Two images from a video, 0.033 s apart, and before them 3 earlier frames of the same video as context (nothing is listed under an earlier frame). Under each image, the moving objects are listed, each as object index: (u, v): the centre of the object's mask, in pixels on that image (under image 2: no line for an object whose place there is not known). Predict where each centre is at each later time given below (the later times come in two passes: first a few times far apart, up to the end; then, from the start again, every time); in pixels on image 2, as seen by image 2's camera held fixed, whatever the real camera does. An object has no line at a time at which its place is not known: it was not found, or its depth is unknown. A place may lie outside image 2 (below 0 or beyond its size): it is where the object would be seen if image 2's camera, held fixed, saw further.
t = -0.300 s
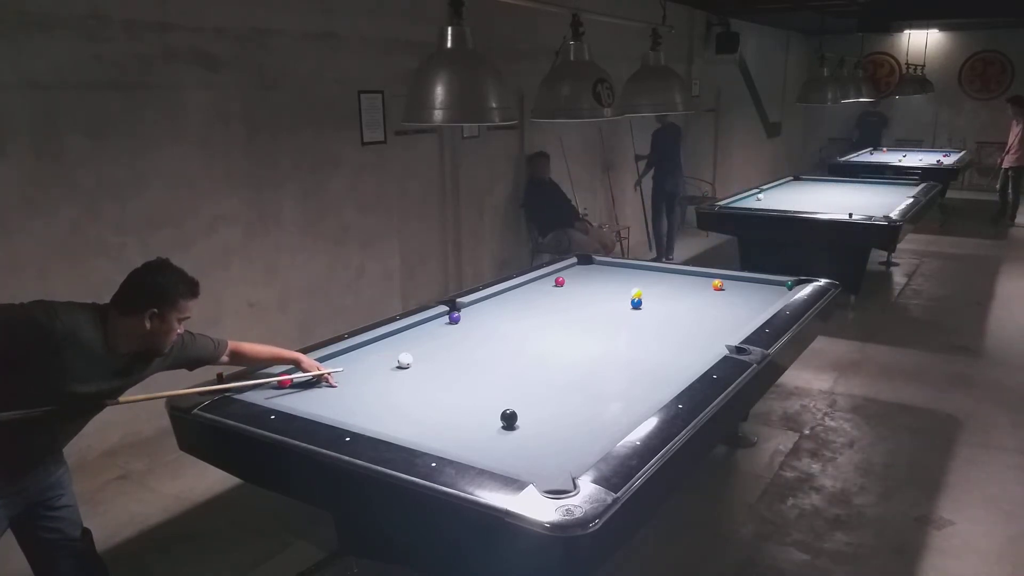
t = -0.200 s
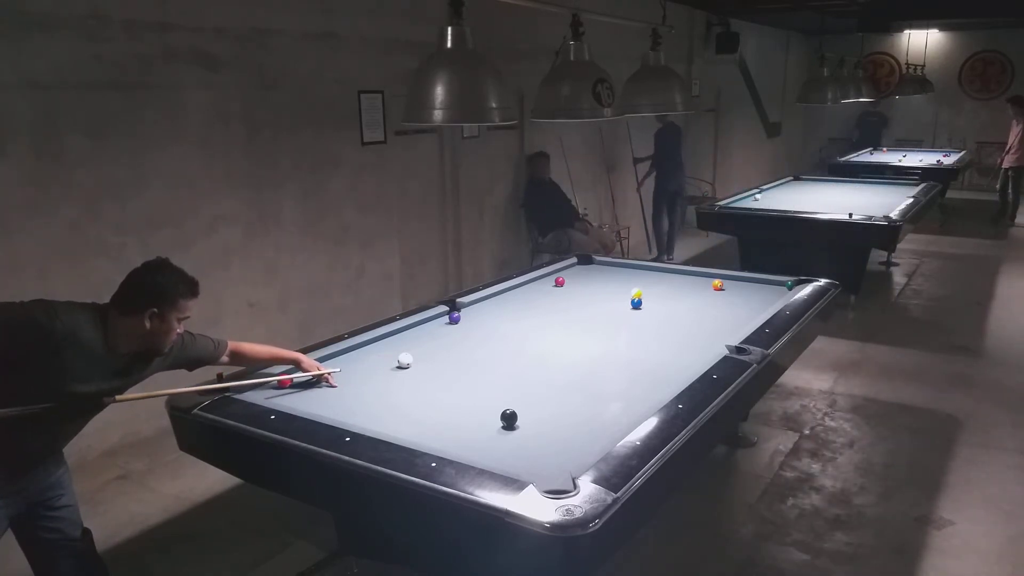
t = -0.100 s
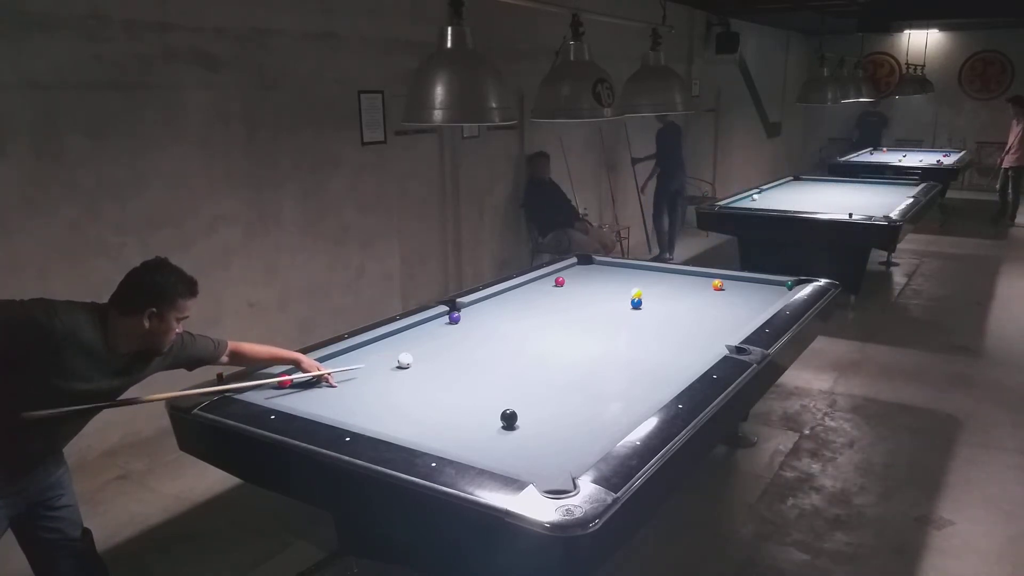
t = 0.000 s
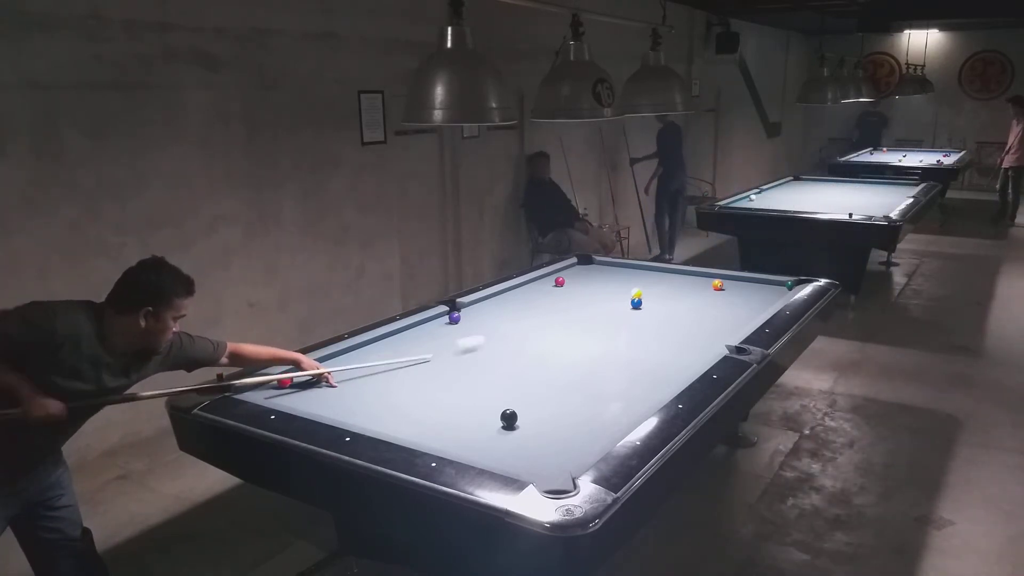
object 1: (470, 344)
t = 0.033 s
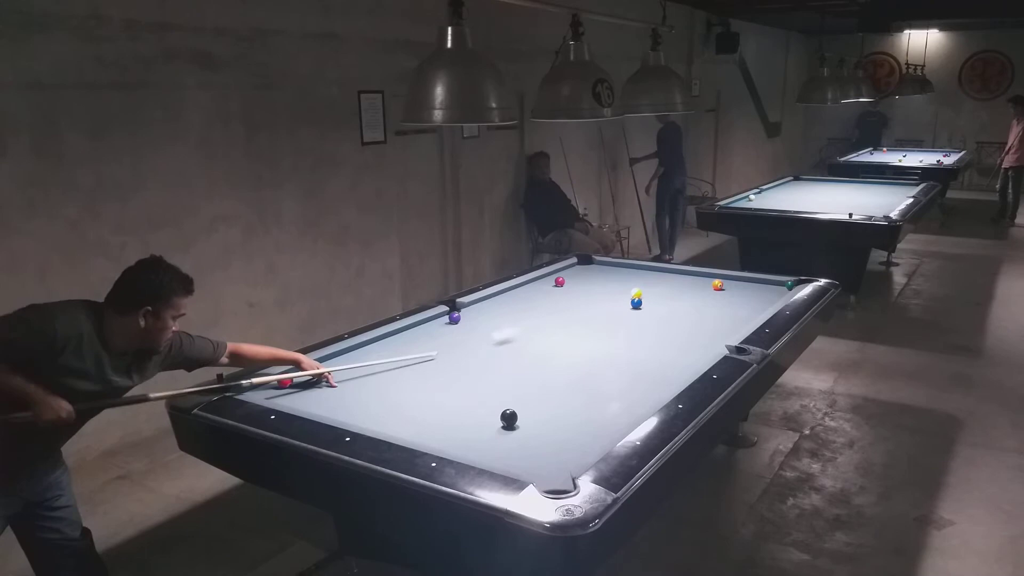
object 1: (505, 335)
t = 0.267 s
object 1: (676, 308)
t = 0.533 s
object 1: (741, 303)
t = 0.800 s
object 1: (696, 290)
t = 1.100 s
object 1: (653, 277)
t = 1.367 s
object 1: (620, 268)
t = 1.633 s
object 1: (588, 262)
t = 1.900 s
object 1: (593, 262)
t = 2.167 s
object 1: (600, 263)
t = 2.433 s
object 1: (604, 263)
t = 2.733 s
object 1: (607, 265)
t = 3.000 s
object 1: (610, 265)
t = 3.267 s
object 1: (612, 265)
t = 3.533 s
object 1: (613, 266)
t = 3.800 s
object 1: (613, 266)
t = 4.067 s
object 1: (613, 266)
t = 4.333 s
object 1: (613, 266)
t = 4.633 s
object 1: (613, 266)
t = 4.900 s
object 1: (613, 266)
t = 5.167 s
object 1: (613, 266)
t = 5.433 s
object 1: (613, 266)
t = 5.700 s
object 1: (613, 266)
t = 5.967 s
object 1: (613, 266)
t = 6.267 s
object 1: (613, 266)
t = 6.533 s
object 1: (613, 266)
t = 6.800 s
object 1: (613, 266)
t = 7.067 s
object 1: (613, 266)
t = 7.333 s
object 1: (613, 266)
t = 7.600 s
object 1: (613, 266)
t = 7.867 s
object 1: (613, 266)
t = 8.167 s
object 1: (613, 266)
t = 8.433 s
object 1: (613, 266)
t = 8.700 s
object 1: (613, 266)
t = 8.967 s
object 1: (613, 266)
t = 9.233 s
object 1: (613, 266)
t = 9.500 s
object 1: (613, 266)
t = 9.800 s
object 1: (613, 266)
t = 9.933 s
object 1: (613, 266)
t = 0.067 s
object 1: (536, 328)
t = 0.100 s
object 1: (566, 321)
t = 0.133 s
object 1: (593, 315)
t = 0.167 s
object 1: (619, 309)
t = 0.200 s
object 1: (640, 306)
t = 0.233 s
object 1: (659, 307)
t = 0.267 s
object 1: (676, 308)
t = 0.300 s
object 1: (694, 309)
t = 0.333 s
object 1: (712, 309)
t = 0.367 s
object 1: (730, 309)
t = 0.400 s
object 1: (748, 309)
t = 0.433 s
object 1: (762, 308)
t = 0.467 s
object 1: (756, 307)
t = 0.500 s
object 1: (748, 305)
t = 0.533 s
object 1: (741, 303)
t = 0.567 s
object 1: (735, 301)
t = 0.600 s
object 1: (730, 300)
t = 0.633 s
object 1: (724, 298)
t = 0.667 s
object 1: (718, 296)
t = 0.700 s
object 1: (712, 295)
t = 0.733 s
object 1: (707, 293)
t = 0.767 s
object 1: (701, 291)
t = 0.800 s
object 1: (696, 290)
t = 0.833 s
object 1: (691, 289)
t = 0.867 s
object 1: (686, 287)
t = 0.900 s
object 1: (681, 286)
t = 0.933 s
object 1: (676, 284)
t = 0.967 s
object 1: (672, 283)
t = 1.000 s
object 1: (667, 281)
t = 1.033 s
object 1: (662, 280)
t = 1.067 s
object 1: (657, 279)
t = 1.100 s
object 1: (653, 277)
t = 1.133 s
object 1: (649, 276)
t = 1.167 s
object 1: (645, 274)
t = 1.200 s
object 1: (640, 274)
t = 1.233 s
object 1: (636, 272)
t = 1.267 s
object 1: (632, 271)
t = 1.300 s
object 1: (628, 270)
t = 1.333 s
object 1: (624, 269)
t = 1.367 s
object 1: (620, 268)
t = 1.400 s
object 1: (616, 267)
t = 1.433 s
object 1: (612, 266)
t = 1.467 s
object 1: (609, 265)
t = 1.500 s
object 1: (605, 263)
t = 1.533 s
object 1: (601, 263)
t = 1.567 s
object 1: (597, 262)
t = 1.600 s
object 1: (593, 262)
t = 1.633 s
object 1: (588, 262)
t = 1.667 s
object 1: (584, 262)
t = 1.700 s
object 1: (583, 262)
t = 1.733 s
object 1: (585, 262)
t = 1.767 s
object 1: (587, 262)
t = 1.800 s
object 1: (588, 262)
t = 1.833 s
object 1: (590, 262)
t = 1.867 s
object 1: (591, 262)
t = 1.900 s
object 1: (593, 262)
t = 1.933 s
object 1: (594, 262)
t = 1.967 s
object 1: (596, 262)
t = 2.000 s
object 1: (597, 262)
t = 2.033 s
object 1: (598, 262)
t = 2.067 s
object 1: (598, 262)
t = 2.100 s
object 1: (598, 262)
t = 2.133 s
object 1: (599, 262)
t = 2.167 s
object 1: (600, 263)
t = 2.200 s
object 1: (600, 263)
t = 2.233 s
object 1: (600, 263)
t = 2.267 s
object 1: (601, 263)
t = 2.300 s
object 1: (602, 263)
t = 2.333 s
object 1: (602, 263)
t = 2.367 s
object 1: (603, 263)
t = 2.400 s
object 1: (603, 263)
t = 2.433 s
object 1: (604, 263)
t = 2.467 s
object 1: (604, 264)
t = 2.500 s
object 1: (604, 264)
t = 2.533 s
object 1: (605, 264)
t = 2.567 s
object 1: (605, 264)
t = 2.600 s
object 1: (606, 264)
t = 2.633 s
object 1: (606, 264)
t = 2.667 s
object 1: (606, 264)
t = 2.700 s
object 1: (607, 264)
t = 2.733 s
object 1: (607, 265)
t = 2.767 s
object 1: (607, 265)
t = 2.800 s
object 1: (608, 265)
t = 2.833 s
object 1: (608, 265)
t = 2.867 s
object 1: (609, 265)
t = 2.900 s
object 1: (609, 265)
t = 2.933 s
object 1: (609, 265)
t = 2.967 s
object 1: (609, 265)
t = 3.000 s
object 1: (610, 265)
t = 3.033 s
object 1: (610, 265)
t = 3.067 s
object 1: (610, 265)
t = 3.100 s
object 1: (611, 265)
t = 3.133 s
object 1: (611, 265)
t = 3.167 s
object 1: (611, 265)
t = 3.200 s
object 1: (611, 265)
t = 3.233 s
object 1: (612, 266)
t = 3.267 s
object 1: (612, 265)
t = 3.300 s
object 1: (612, 266)
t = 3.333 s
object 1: (612, 265)
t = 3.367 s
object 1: (612, 266)
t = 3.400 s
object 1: (612, 266)
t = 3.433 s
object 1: (613, 266)
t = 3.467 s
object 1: (613, 266)
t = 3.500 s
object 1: (613, 266)
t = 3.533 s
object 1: (613, 266)
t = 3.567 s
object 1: (613, 266)
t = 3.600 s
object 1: (613, 266)
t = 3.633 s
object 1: (613, 266)
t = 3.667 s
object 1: (613, 266)
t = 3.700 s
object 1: (613, 266)
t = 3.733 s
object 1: (613, 266)
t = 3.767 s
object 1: (613, 266)
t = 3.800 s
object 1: (613, 266)
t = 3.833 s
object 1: (613, 266)
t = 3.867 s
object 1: (613, 266)
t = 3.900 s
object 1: (613, 266)
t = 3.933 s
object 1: (613, 266)
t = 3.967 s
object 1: (613, 266)
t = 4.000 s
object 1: (613, 266)
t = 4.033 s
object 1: (613, 266)
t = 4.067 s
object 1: (613, 266)
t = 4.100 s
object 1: (613, 266)
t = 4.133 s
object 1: (613, 266)
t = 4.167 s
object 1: (613, 266)
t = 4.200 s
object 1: (613, 266)
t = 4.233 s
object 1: (613, 266)
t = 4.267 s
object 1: (613, 266)
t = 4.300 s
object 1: (613, 266)
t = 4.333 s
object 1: (613, 266)
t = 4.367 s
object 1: (613, 266)
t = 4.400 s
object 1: (613, 266)
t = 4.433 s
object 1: (613, 266)
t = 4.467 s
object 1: (613, 266)
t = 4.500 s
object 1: (613, 266)
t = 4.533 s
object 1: (613, 266)
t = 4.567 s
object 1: (613, 266)
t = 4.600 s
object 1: (613, 266)
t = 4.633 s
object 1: (613, 266)
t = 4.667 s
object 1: (613, 266)
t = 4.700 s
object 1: (613, 266)
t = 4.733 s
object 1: (613, 266)
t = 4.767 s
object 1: (613, 266)
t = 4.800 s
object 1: (613, 266)
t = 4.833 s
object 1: (613, 266)
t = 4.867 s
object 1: (613, 266)
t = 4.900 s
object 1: (613, 266)
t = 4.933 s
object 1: (613, 266)
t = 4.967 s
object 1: (613, 266)
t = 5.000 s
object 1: (613, 266)
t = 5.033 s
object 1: (613, 266)
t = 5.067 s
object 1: (613, 266)
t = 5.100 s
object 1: (613, 266)
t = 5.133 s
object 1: (613, 266)
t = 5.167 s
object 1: (613, 266)
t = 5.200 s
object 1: (613, 266)
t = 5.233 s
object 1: (613, 266)
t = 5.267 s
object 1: (613, 266)
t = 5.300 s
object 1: (613, 266)
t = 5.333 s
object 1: (613, 266)
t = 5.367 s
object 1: (613, 266)
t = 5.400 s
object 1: (613, 266)
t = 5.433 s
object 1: (613, 266)
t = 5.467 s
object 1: (613, 266)
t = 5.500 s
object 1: (613, 266)
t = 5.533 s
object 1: (613, 266)
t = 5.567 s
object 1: (613, 266)
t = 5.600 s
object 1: (613, 266)
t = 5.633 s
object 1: (613, 266)
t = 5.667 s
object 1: (613, 266)
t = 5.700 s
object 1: (613, 266)
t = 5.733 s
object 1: (613, 266)
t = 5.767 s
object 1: (613, 266)
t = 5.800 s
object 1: (613, 266)
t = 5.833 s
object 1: (613, 266)
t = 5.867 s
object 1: (613, 266)
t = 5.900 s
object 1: (613, 266)
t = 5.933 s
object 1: (613, 266)
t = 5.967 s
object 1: (613, 266)
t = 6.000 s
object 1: (613, 266)
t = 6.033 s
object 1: (613, 266)
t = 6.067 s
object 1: (613, 266)
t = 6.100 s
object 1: (614, 266)
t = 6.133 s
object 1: (613, 266)
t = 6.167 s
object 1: (613, 266)
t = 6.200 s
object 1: (614, 266)
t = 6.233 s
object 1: (613, 266)
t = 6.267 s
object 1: (613, 266)
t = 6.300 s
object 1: (613, 266)
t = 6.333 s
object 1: (613, 266)
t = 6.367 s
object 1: (613, 266)
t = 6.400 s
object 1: (613, 266)
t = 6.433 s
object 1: (613, 266)
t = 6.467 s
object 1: (613, 266)
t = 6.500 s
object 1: (613, 266)
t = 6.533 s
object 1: (613, 266)
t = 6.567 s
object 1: (613, 266)
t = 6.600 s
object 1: (613, 266)
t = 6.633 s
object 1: (613, 266)
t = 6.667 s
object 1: (613, 266)
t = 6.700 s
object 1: (613, 266)
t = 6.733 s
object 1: (613, 266)
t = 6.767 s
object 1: (613, 266)
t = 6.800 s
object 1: (613, 266)
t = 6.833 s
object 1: (613, 266)
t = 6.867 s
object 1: (613, 266)
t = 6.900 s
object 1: (613, 266)
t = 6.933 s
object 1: (613, 266)
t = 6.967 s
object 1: (613, 266)
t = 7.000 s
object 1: (613, 266)
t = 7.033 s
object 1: (613, 266)
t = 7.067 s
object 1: (613, 266)
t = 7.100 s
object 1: (613, 266)
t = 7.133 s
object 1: (613, 266)
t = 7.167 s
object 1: (613, 266)
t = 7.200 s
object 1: (613, 266)
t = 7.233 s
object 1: (613, 266)
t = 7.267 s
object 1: (613, 266)
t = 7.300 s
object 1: (613, 266)
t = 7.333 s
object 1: (613, 266)
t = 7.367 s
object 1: (613, 266)
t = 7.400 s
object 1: (613, 266)
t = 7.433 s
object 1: (613, 266)
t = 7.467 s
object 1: (613, 266)
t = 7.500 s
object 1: (613, 266)
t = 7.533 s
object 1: (613, 266)
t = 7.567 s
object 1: (613, 266)
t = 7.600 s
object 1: (613, 266)
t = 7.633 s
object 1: (613, 266)
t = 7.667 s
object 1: (613, 266)
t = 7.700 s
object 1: (613, 266)
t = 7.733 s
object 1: (613, 266)
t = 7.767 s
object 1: (613, 266)
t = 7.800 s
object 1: (613, 266)
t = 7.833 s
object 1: (613, 266)
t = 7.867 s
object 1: (613, 266)
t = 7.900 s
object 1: (613, 266)
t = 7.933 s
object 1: (613, 266)
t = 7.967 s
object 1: (613, 266)
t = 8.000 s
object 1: (613, 266)
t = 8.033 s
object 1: (613, 266)
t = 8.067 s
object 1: (613, 266)
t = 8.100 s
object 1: (613, 266)
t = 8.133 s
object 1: (613, 266)
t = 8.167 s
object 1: (613, 266)
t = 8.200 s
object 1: (613, 266)
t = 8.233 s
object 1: (613, 266)
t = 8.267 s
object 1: (613, 266)
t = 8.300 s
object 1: (613, 266)
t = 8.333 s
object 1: (613, 266)
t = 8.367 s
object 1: (613, 266)
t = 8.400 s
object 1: (613, 266)
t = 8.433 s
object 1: (613, 266)
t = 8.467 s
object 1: (613, 266)
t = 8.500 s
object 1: (613, 266)
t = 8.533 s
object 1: (613, 266)
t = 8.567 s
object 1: (613, 266)
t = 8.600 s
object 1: (613, 266)
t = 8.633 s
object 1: (613, 266)
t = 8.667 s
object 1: (613, 266)
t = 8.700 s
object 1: (613, 266)
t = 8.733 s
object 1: (613, 266)
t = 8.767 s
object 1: (613, 266)
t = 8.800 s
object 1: (613, 266)
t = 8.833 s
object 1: (613, 266)
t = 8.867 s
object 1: (613, 266)
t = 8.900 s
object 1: (613, 266)
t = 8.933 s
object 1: (613, 266)
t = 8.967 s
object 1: (613, 266)
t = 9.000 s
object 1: (613, 266)
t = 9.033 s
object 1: (613, 266)
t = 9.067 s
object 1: (613, 266)
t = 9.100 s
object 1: (613, 266)
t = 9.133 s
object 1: (613, 266)
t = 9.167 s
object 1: (613, 266)
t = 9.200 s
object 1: (613, 266)
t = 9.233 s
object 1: (613, 266)
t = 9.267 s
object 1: (613, 266)
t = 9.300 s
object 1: (613, 266)
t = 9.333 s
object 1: (613, 266)
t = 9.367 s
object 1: (613, 266)
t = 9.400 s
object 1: (613, 266)
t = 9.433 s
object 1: (613, 266)
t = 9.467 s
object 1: (613, 266)
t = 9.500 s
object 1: (613, 266)
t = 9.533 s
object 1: (613, 266)
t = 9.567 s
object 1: (613, 266)
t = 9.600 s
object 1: (613, 266)
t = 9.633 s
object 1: (613, 266)
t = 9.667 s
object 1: (613, 266)
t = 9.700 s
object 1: (613, 266)
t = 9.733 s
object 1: (613, 266)
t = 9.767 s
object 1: (613, 266)
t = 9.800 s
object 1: (613, 266)
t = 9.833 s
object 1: (613, 266)
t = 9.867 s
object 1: (613, 266)
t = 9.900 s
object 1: (613, 266)
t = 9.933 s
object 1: (613, 266)
